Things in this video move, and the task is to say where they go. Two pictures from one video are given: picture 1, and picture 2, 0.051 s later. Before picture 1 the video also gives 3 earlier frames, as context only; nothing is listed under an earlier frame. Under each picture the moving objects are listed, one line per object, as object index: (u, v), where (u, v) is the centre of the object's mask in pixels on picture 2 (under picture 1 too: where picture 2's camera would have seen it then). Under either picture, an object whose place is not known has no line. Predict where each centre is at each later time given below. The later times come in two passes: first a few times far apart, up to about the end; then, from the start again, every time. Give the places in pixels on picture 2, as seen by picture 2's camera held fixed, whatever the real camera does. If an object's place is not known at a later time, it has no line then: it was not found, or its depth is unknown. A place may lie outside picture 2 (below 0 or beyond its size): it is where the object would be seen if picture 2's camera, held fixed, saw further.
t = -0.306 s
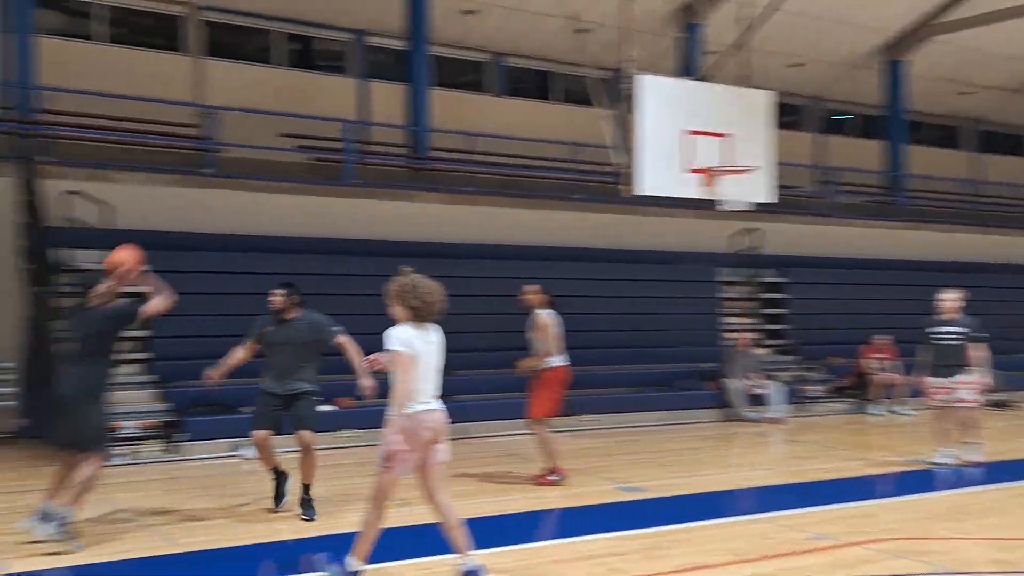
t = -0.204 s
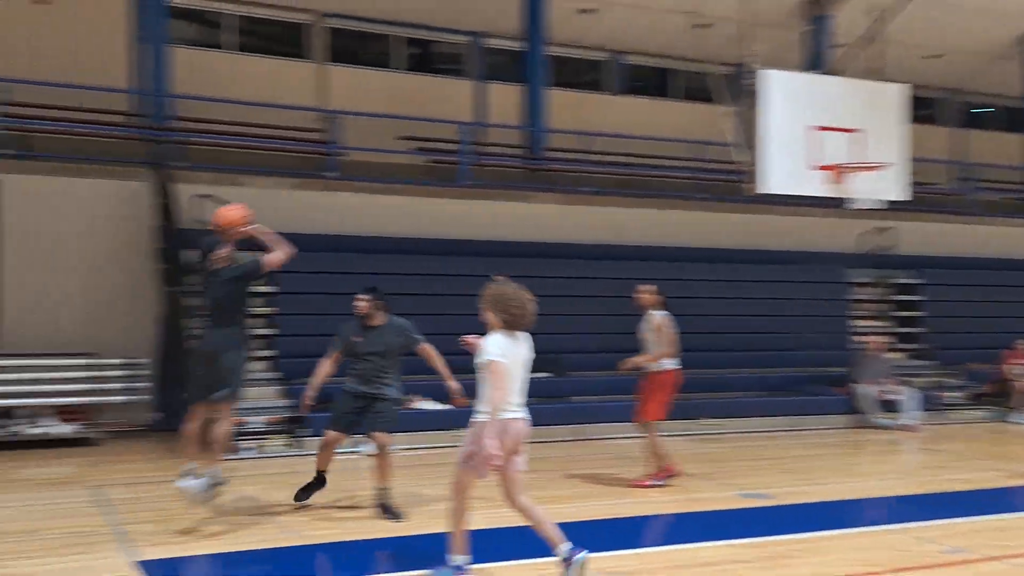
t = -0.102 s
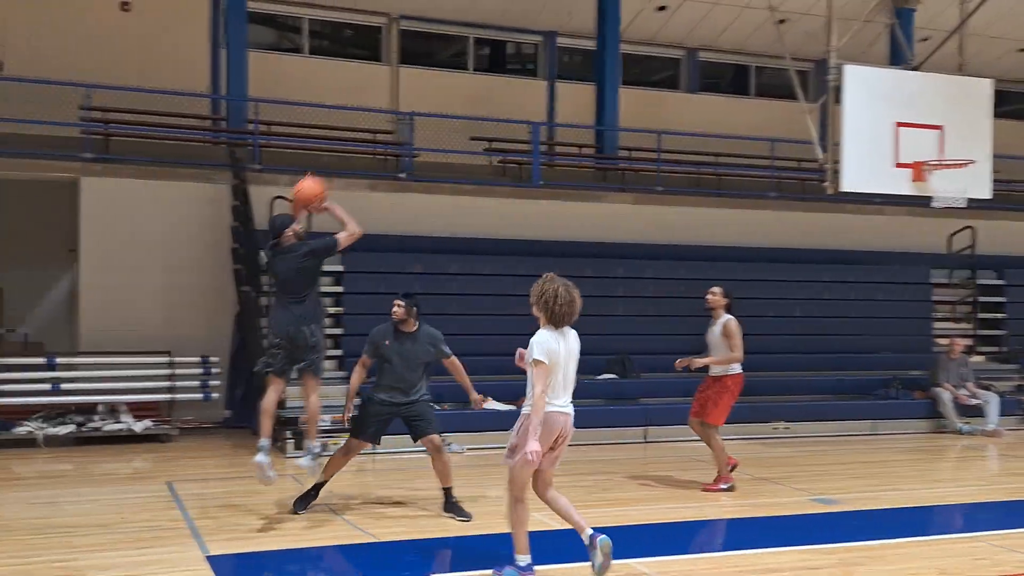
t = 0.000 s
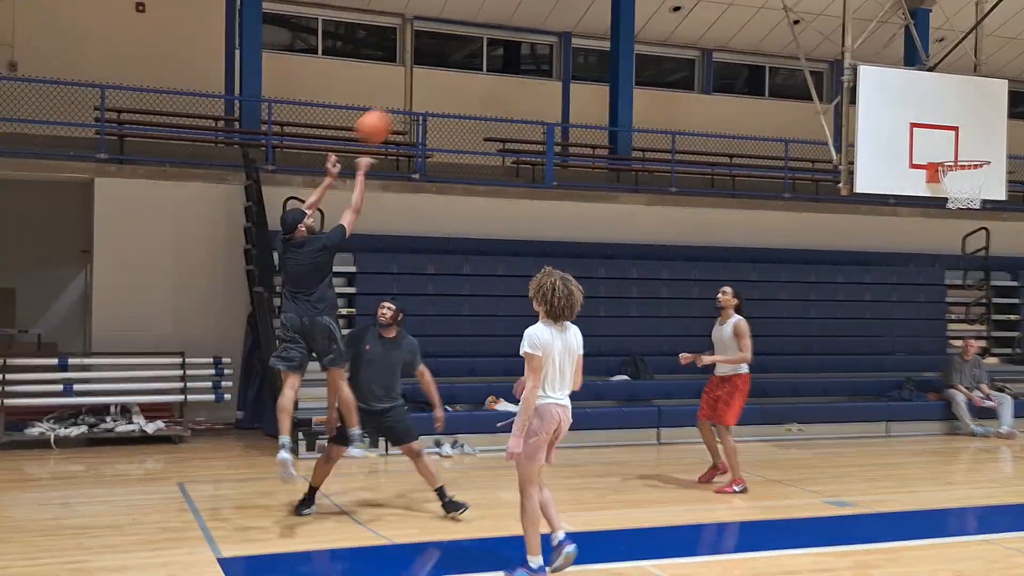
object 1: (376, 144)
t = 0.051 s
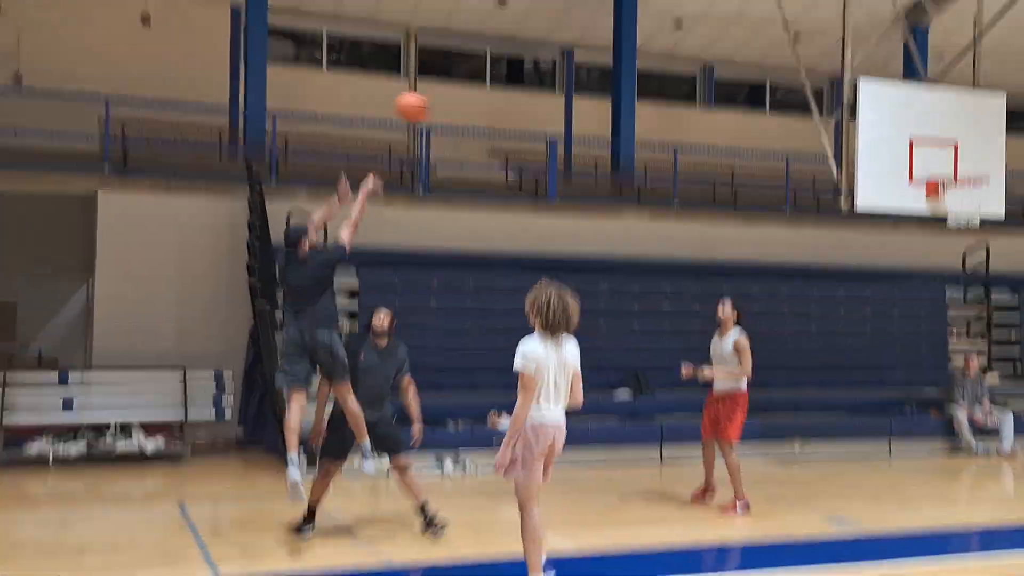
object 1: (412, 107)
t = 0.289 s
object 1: (562, 5)
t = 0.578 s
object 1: (718, -20)
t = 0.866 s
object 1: (848, 50)
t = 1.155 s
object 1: (959, 165)
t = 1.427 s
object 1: (1092, 128)
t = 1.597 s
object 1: (1182, 144)
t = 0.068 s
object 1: (424, 96)
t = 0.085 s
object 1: (435, 85)
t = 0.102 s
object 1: (447, 75)
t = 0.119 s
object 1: (458, 67)
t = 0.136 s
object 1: (469, 58)
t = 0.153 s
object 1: (480, 50)
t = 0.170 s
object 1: (490, 43)
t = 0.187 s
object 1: (502, 38)
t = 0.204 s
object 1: (512, 31)
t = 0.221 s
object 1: (522, 25)
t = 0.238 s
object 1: (532, 19)
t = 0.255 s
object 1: (543, 14)
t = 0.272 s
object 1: (553, 9)
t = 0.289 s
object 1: (562, 5)
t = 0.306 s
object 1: (571, -1)
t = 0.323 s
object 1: (580, -6)
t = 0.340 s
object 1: (590, -11)
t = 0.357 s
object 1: (600, -14)
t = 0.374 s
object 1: (612, -16)
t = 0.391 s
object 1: (623, -19)
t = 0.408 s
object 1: (631, -21)
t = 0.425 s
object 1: (640, -23)
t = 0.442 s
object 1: (648, -23)
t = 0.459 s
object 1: (658, -24)
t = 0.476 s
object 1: (666, -24)
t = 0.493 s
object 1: (675, -24)
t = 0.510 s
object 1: (684, -24)
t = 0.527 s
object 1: (693, -24)
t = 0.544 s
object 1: (702, -23)
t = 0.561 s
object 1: (710, -22)
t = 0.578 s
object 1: (718, -20)
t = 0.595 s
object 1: (726, -18)
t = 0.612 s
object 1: (734, -16)
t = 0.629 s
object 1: (742, -14)
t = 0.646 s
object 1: (750, -11)
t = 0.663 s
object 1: (758, -8)
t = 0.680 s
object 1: (767, -6)
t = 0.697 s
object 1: (774, -2)
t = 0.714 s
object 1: (782, 2)
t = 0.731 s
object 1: (789, 7)
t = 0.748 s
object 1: (798, 10)
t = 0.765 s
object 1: (805, 16)
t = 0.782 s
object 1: (812, 21)
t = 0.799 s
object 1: (820, 26)
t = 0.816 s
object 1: (827, 31)
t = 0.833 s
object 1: (834, 37)
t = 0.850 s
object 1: (841, 44)
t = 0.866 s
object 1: (848, 50)
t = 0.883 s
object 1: (855, 56)
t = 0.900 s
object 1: (862, 63)
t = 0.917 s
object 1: (869, 70)
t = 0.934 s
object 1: (876, 77)
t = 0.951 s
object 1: (882, 85)
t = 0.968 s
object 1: (889, 93)
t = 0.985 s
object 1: (896, 100)
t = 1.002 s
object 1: (902, 109)
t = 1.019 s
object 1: (908, 117)
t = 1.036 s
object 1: (915, 126)
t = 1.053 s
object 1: (921, 134)
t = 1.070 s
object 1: (926, 144)
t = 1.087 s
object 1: (933, 152)
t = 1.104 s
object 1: (939, 162)
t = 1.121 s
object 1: (945, 171)
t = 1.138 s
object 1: (951, 170)
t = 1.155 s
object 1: (959, 165)
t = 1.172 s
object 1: (967, 160)
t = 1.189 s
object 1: (975, 156)
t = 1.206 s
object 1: (983, 152)
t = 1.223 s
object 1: (991, 149)
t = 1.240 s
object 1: (1000, 145)
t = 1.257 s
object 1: (1009, 142)
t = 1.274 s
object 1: (1017, 139)
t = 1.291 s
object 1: (1025, 137)
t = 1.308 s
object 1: (1033, 134)
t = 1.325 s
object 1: (1042, 133)
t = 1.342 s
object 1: (1050, 131)
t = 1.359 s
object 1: (1059, 130)
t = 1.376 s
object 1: (1067, 129)
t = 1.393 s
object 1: (1075, 129)
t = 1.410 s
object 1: (1084, 128)
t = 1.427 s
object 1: (1092, 128)
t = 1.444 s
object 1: (1101, 128)
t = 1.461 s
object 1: (1110, 128)
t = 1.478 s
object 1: (1119, 129)
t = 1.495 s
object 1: (1128, 131)
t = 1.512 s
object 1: (1136, 132)
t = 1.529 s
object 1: (1146, 134)
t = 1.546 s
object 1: (1155, 136)
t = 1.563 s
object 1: (1164, 138)
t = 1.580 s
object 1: (1173, 141)
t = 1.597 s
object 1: (1182, 144)
